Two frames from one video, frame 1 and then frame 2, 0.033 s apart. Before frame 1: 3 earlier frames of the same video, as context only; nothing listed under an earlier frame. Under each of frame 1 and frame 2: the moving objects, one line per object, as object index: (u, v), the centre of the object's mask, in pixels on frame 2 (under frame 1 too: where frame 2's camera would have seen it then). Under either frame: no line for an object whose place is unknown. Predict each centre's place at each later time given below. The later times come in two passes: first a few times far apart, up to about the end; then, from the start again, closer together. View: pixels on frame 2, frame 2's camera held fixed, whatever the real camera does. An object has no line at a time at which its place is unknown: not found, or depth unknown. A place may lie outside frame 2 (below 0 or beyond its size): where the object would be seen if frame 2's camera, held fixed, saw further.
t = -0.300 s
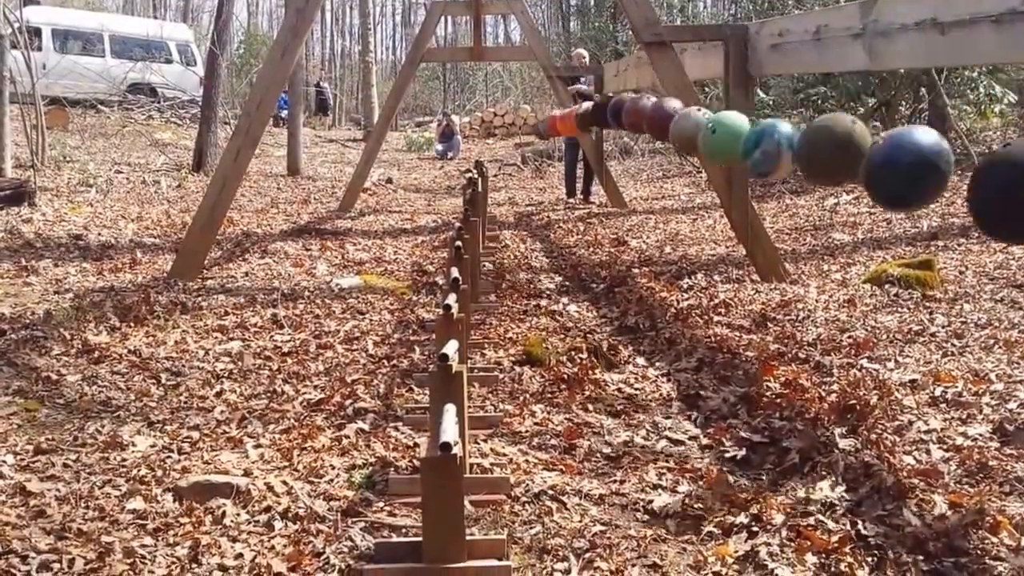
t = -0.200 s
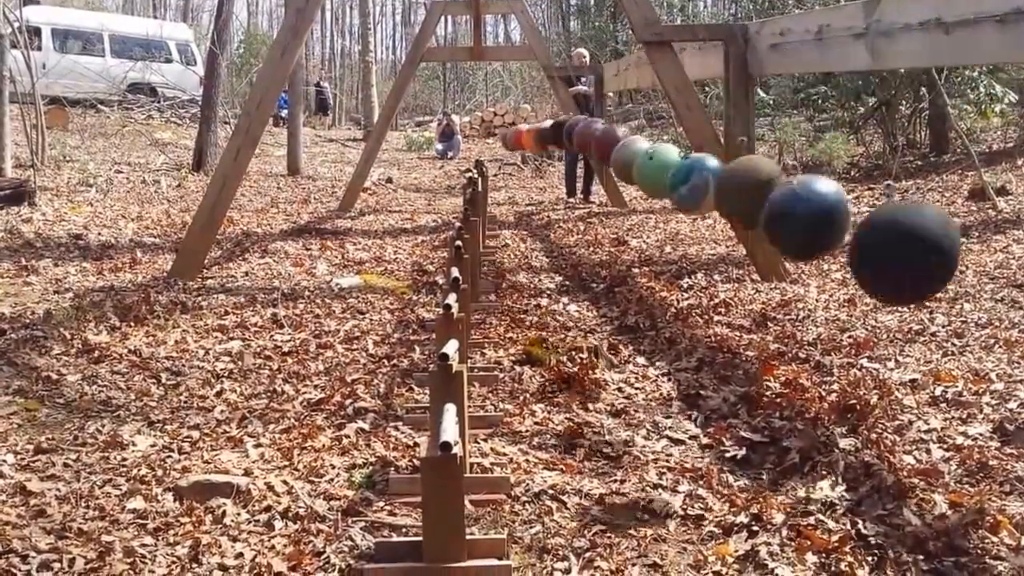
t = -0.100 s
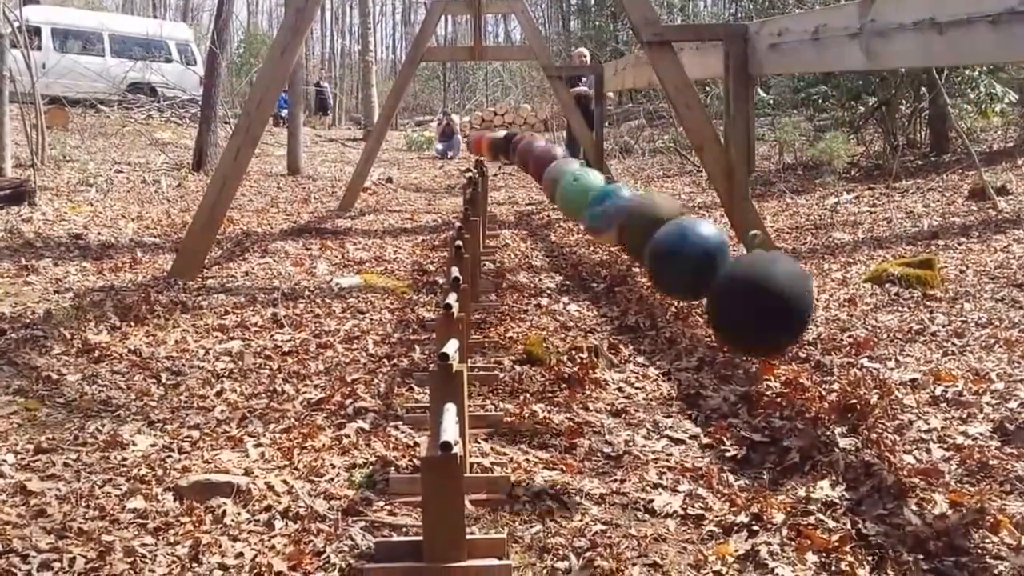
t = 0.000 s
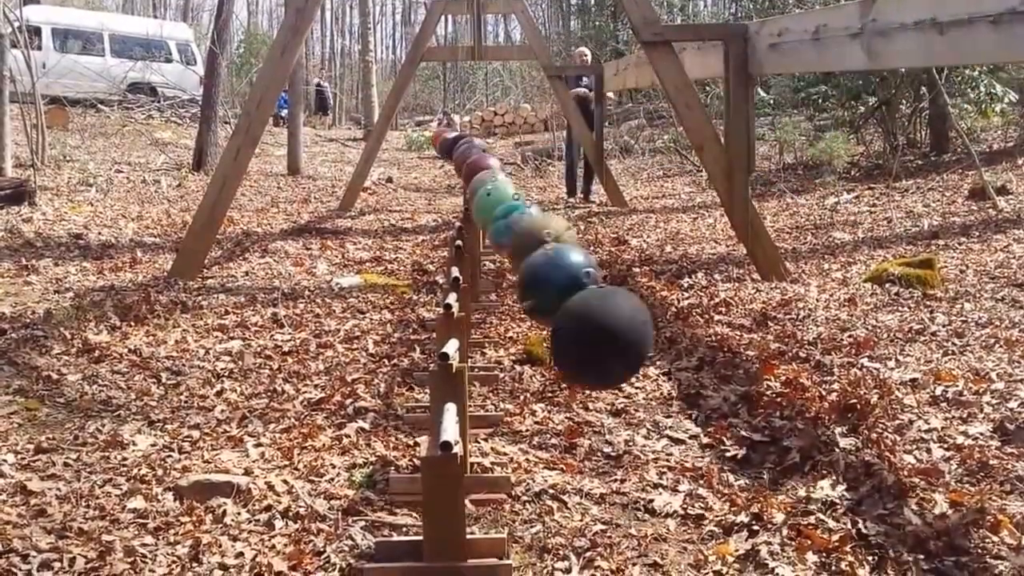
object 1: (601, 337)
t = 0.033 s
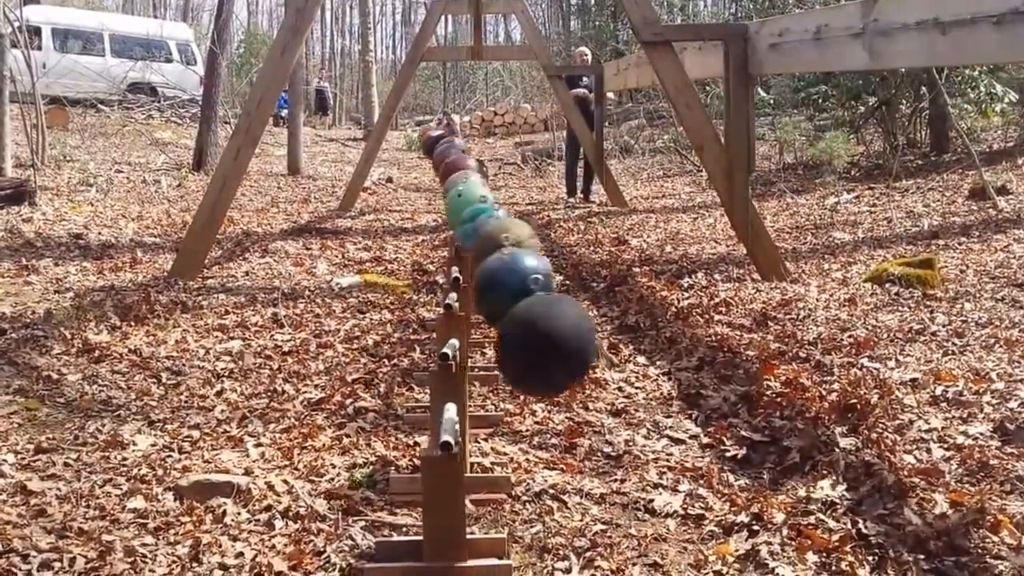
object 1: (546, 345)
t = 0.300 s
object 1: (116, 315)
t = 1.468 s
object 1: (28, 284)
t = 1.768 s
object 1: (488, 352)
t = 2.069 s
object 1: (939, 241)
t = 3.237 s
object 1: (698, 324)
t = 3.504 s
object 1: (254, 345)
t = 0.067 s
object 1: (490, 349)
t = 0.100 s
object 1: (434, 352)
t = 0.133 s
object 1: (380, 352)
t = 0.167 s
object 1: (325, 348)
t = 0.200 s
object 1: (270, 343)
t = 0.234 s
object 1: (217, 336)
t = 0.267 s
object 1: (165, 328)
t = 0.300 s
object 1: (116, 315)
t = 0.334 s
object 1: (68, 301)
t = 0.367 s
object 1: (34, 287)
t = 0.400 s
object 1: (15, 270)
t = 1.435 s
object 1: (8, 271)
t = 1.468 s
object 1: (28, 284)
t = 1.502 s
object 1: (59, 300)
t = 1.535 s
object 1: (108, 314)
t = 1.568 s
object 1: (158, 327)
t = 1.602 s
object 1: (211, 336)
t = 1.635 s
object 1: (265, 344)
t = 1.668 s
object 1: (320, 351)
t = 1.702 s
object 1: (377, 354)
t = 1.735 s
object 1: (432, 354)
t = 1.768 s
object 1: (488, 352)
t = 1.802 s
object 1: (543, 347)
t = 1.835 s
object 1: (597, 341)
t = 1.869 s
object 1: (651, 332)
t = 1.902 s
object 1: (703, 321)
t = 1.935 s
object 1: (754, 308)
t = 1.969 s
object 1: (804, 293)
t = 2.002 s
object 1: (851, 277)
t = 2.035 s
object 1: (896, 260)
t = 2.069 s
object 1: (939, 241)
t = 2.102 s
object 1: (977, 222)
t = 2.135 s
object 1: (998, 202)
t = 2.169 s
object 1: (1014, 184)
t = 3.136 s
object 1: (852, 278)
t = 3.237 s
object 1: (698, 324)
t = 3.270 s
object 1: (642, 336)
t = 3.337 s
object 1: (531, 352)
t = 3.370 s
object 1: (474, 356)
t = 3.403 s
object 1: (417, 356)
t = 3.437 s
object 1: (363, 355)
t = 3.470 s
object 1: (307, 351)
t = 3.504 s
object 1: (254, 345)
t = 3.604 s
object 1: (102, 312)
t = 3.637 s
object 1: (57, 298)
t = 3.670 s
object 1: (29, 282)
